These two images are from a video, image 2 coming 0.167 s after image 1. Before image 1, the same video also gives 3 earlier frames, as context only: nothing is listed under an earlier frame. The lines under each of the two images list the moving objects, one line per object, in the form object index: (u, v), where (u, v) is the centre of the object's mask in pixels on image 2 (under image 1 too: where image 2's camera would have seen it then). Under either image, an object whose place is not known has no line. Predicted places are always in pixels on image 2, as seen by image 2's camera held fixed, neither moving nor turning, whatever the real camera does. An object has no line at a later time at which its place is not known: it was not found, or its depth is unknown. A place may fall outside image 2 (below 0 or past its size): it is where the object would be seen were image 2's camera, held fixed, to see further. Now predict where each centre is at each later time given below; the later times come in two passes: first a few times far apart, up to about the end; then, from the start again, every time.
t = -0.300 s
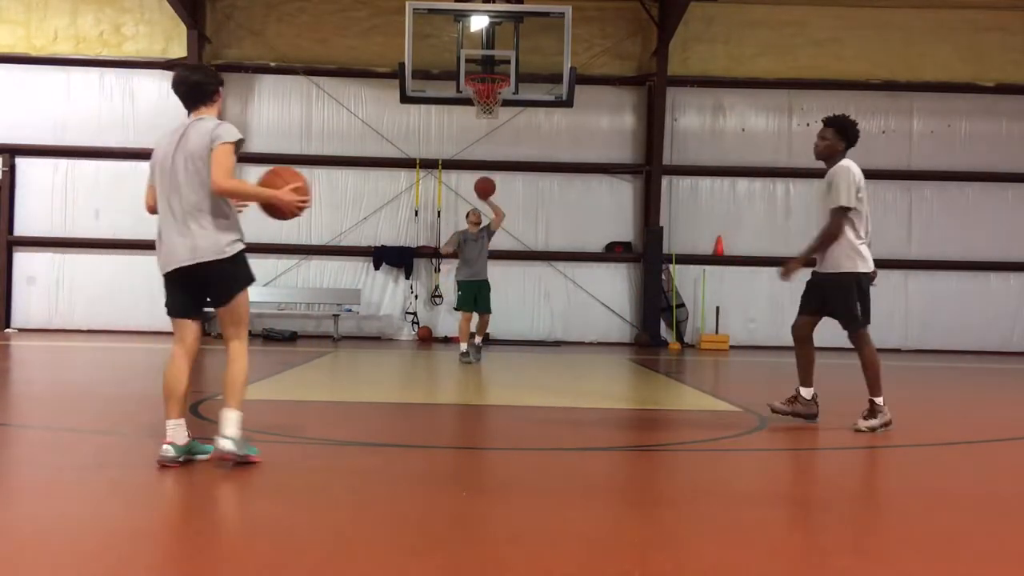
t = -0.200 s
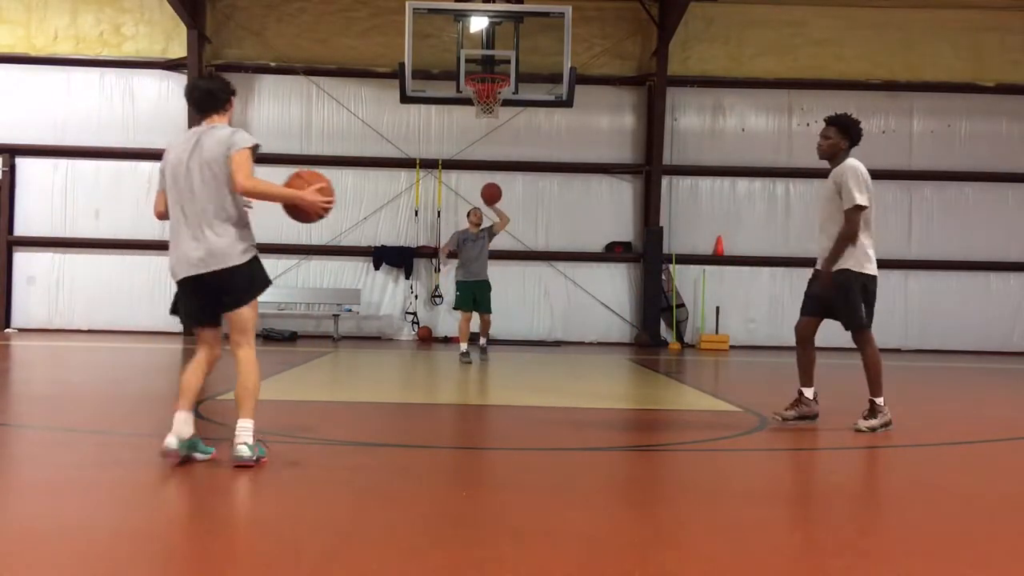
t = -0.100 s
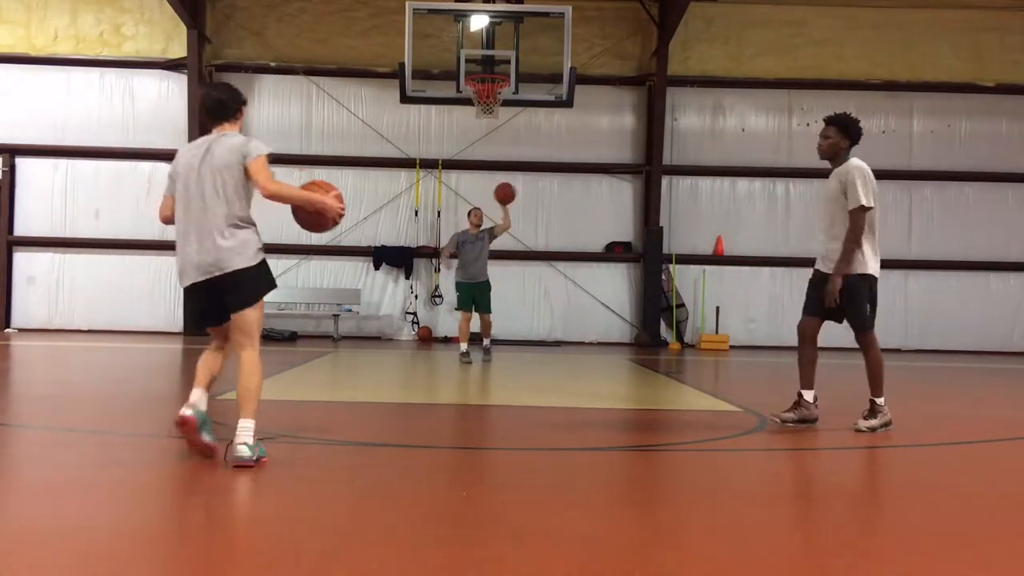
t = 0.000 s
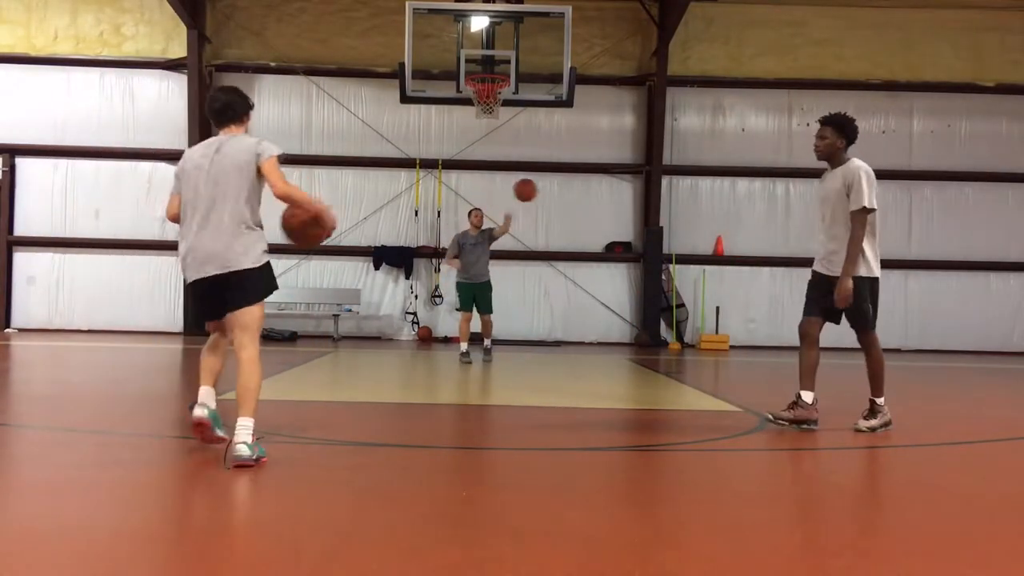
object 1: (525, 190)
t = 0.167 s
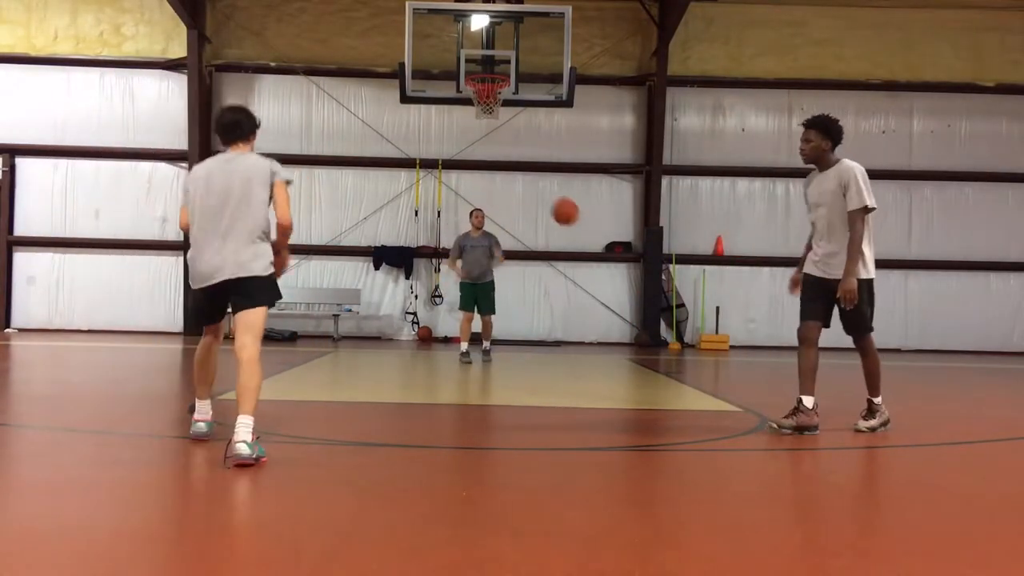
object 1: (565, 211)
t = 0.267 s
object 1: (593, 242)
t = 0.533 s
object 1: (693, 376)
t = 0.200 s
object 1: (574, 220)
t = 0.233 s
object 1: (583, 230)
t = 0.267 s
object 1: (593, 242)
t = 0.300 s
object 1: (605, 257)
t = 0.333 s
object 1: (615, 274)
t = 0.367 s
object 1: (629, 294)
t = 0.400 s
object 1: (641, 315)
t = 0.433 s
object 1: (655, 340)
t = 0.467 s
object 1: (668, 368)
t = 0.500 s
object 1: (683, 396)
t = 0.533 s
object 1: (693, 376)
